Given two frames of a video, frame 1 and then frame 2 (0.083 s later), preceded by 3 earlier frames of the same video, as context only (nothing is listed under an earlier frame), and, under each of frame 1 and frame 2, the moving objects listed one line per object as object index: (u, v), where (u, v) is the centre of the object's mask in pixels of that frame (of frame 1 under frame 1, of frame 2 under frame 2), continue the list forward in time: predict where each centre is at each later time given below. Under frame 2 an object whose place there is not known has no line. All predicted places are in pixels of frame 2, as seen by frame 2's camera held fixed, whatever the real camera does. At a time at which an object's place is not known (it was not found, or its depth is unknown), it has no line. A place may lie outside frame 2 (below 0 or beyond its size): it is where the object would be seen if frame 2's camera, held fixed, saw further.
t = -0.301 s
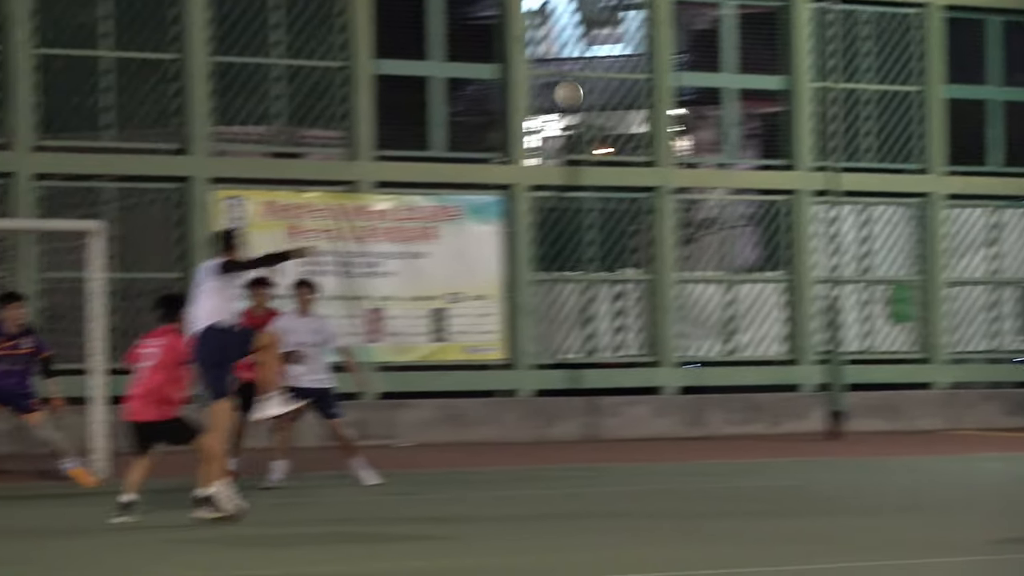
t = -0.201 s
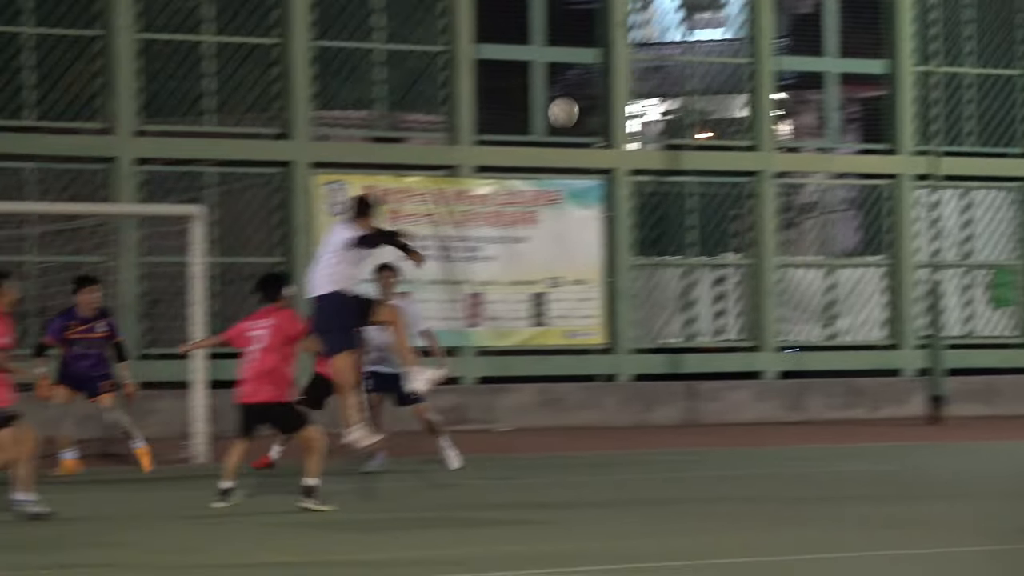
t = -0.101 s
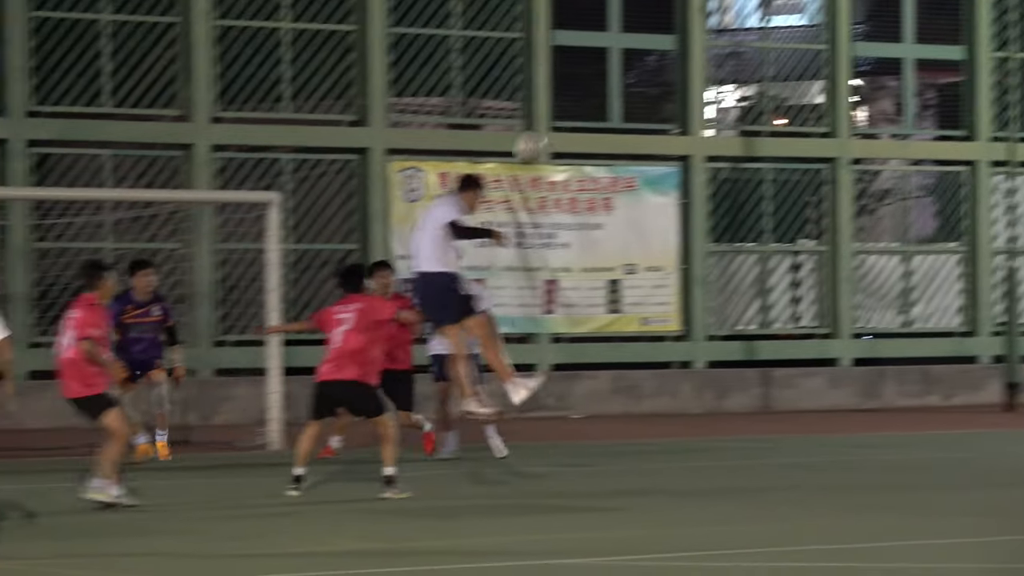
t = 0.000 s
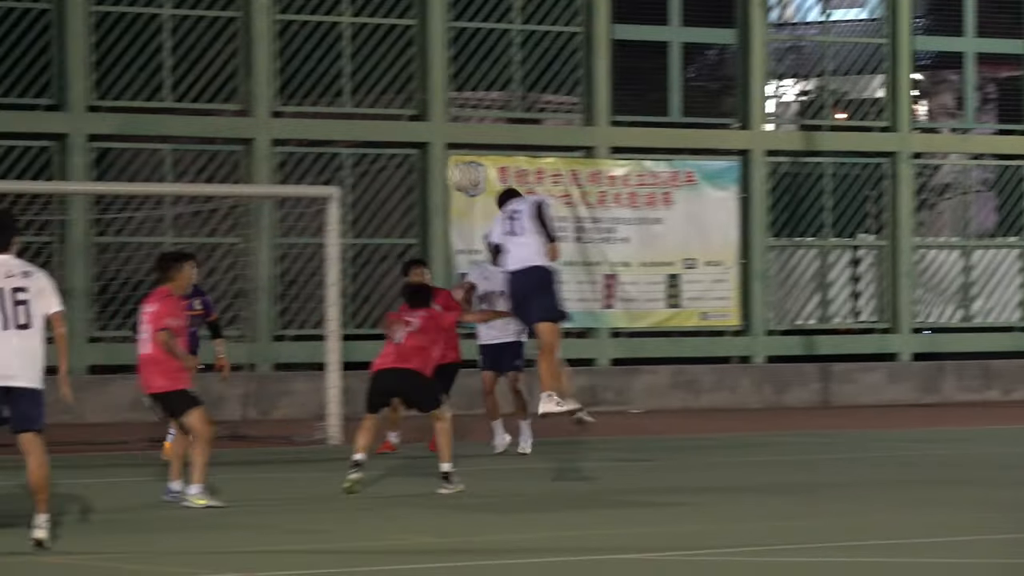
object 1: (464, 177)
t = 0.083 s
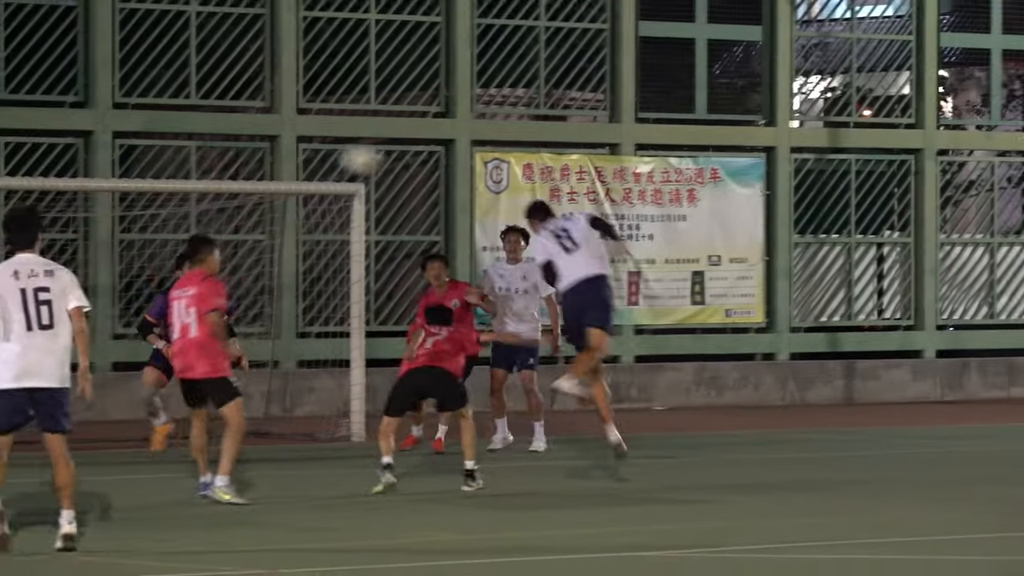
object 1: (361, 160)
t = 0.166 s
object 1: (237, 156)
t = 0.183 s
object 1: (211, 157)
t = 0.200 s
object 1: (187, 157)
